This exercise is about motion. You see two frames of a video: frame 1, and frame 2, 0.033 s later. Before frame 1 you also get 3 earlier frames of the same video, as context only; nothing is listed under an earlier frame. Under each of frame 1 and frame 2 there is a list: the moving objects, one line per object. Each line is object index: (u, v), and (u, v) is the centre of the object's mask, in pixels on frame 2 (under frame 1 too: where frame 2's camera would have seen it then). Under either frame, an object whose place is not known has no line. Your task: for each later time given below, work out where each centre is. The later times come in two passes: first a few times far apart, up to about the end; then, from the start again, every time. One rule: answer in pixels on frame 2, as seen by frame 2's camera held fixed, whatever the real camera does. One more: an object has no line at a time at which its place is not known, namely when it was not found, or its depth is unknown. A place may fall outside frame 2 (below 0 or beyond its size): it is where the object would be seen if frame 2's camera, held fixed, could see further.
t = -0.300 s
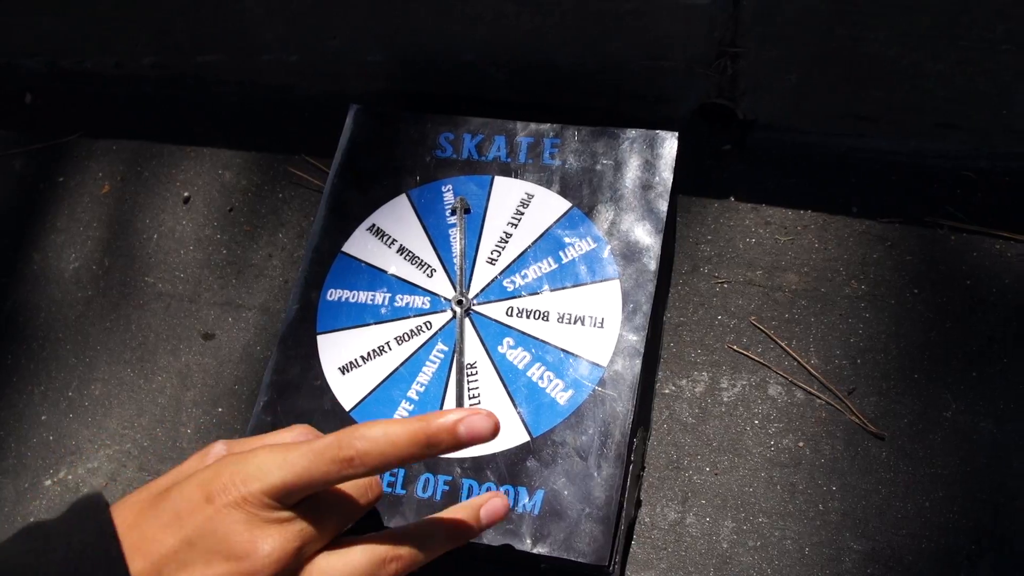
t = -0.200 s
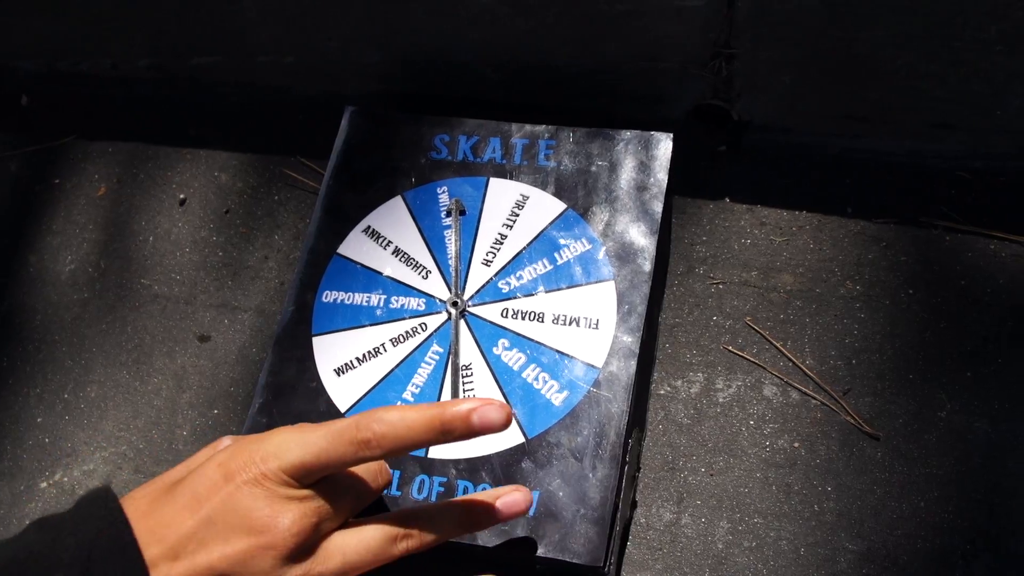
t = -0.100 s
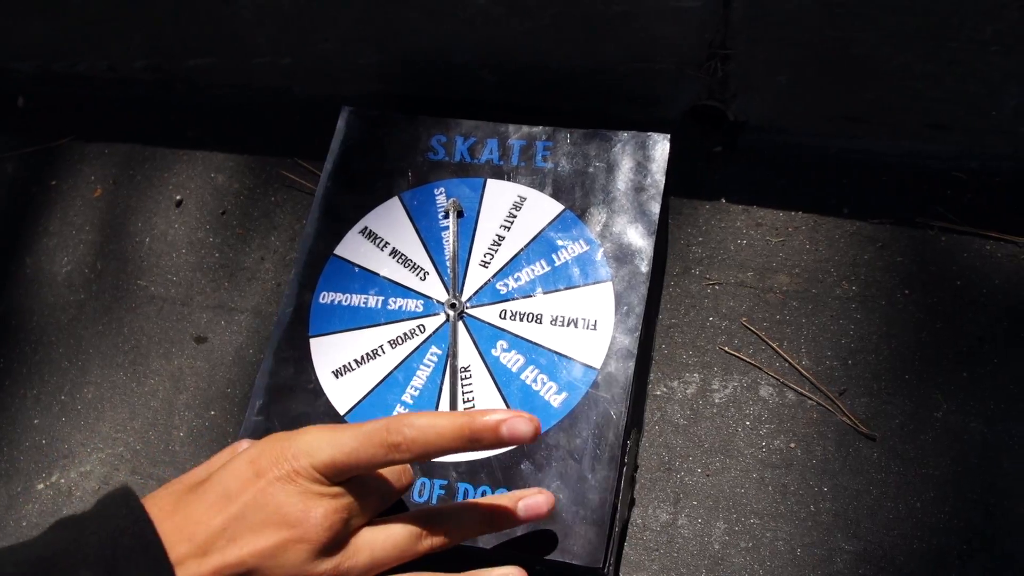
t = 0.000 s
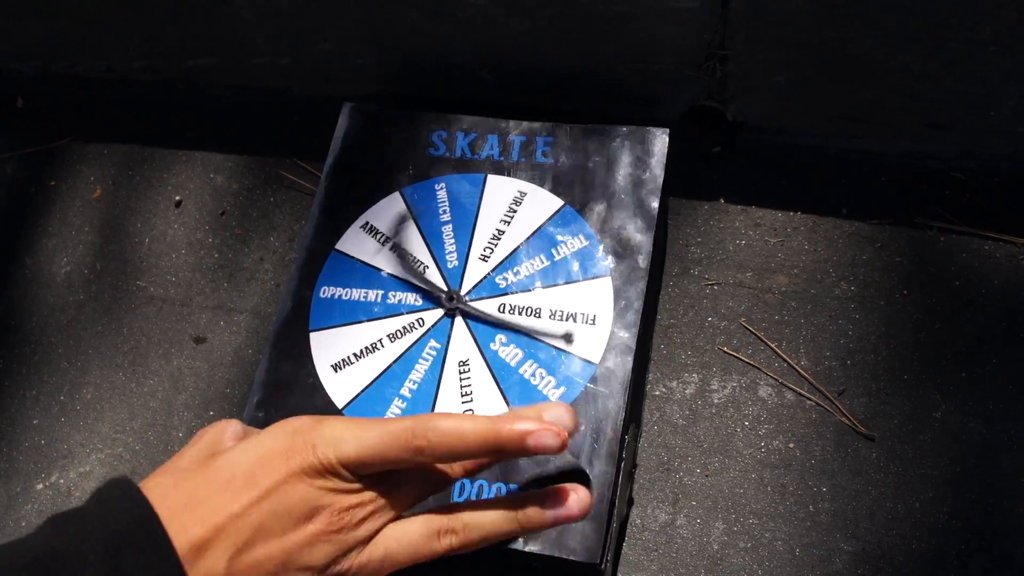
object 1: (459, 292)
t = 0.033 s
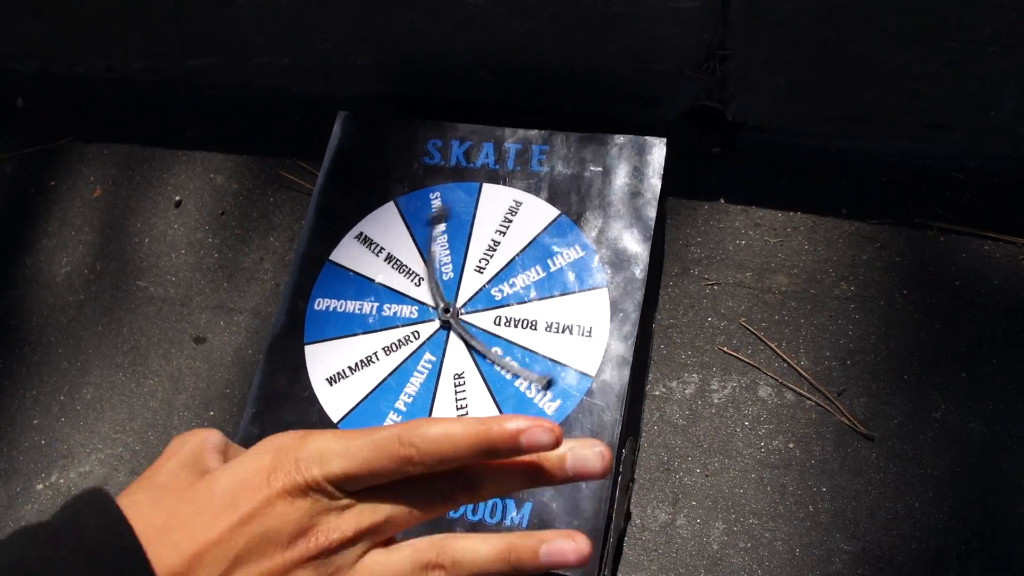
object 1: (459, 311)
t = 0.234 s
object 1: (456, 333)
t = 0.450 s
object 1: (437, 337)
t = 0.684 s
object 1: (456, 332)
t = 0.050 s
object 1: (458, 318)
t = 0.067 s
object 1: (458, 327)
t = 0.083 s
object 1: (448, 340)
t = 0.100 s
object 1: (427, 329)
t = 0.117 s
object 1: (457, 325)
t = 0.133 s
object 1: (458, 327)
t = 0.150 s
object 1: (442, 341)
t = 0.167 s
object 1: (451, 323)
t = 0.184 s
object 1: (457, 323)
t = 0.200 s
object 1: (433, 347)
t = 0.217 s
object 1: (456, 324)
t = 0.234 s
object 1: (456, 333)
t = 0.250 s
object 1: (431, 325)
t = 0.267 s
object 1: (458, 326)
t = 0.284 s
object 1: (441, 337)
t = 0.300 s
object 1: (457, 327)
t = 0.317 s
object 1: (437, 344)
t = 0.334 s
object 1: (458, 328)
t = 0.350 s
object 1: (444, 342)
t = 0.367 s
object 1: (455, 323)
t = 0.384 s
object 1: (439, 343)
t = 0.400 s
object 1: (457, 326)
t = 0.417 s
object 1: (439, 343)
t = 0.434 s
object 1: (457, 328)
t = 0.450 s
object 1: (437, 337)
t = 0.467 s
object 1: (458, 328)
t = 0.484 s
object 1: (438, 328)
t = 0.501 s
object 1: (456, 333)
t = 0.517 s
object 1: (445, 321)
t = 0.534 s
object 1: (443, 343)
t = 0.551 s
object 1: (457, 333)
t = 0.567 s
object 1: (440, 332)
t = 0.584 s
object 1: (457, 331)
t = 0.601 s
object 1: (447, 322)
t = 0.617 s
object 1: (434, 345)
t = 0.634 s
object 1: (457, 332)
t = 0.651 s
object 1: (448, 327)
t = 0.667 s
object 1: (446, 340)
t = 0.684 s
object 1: (456, 332)
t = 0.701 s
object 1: (442, 326)
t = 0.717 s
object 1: (443, 342)
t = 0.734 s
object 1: (455, 334)
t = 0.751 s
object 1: (454, 328)
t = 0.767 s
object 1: (442, 337)
